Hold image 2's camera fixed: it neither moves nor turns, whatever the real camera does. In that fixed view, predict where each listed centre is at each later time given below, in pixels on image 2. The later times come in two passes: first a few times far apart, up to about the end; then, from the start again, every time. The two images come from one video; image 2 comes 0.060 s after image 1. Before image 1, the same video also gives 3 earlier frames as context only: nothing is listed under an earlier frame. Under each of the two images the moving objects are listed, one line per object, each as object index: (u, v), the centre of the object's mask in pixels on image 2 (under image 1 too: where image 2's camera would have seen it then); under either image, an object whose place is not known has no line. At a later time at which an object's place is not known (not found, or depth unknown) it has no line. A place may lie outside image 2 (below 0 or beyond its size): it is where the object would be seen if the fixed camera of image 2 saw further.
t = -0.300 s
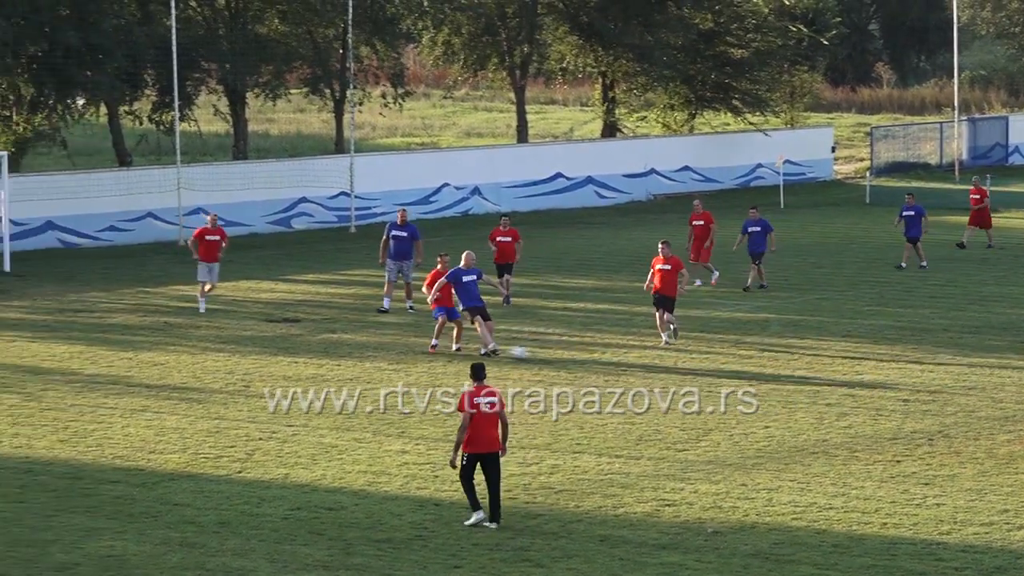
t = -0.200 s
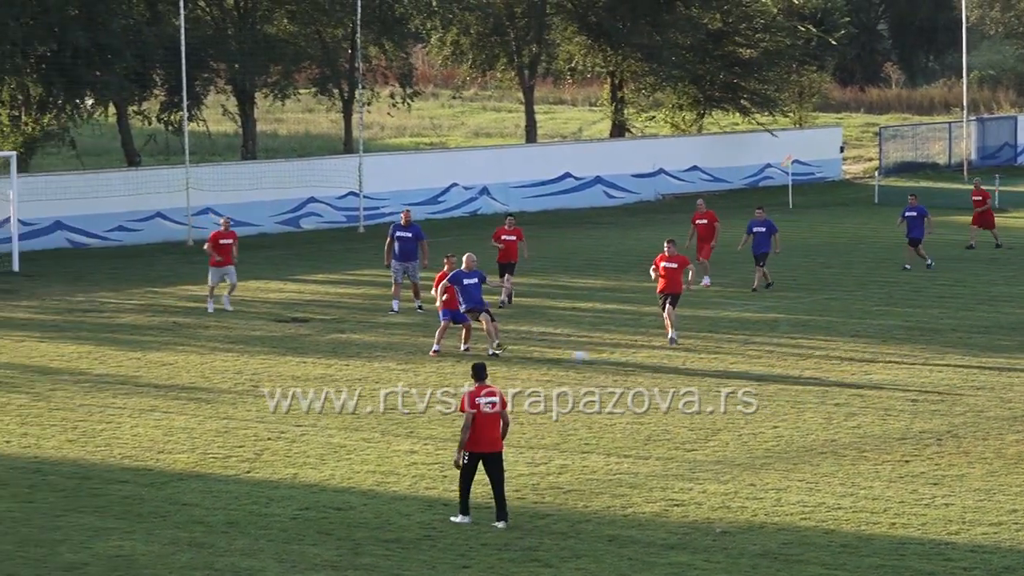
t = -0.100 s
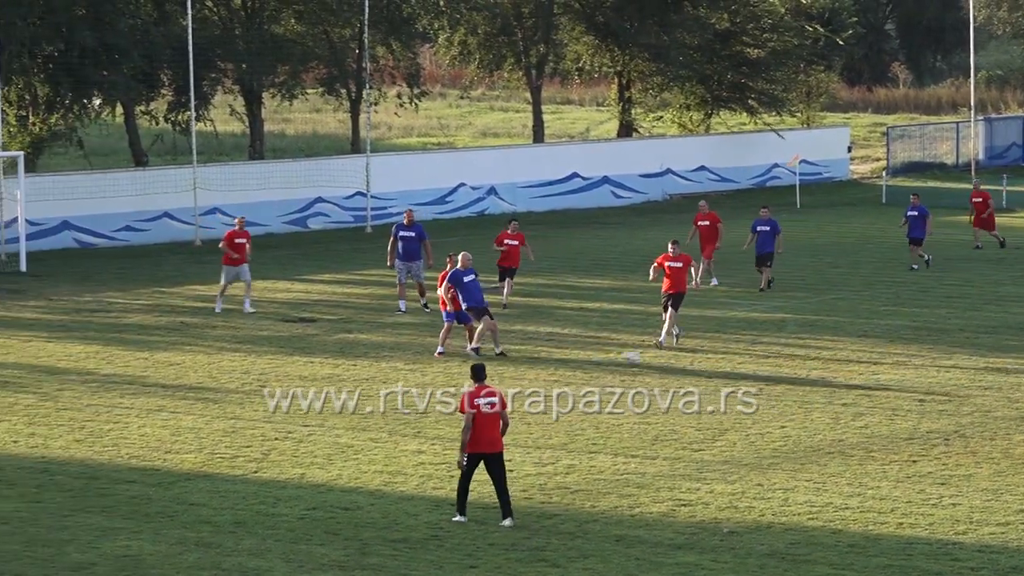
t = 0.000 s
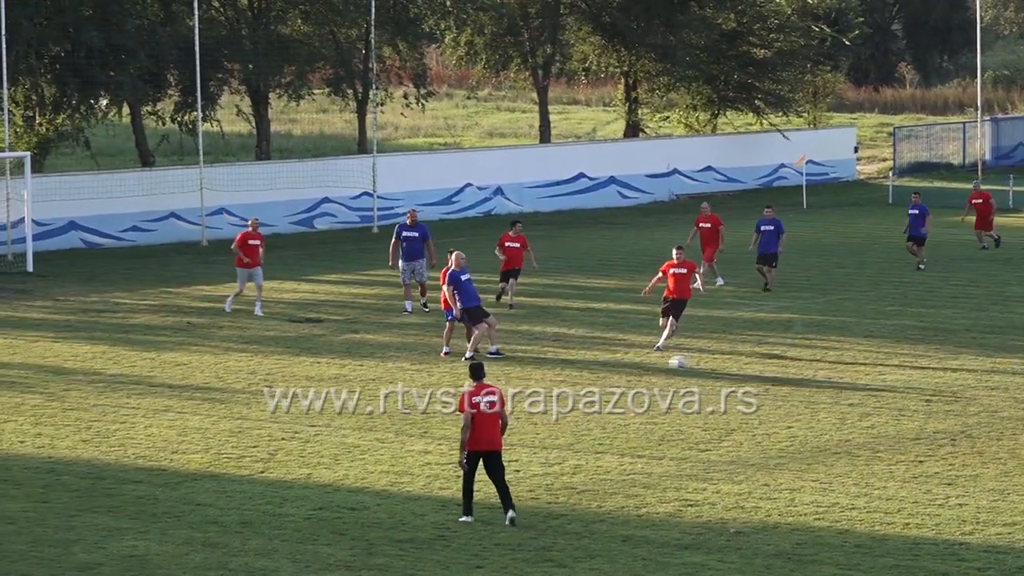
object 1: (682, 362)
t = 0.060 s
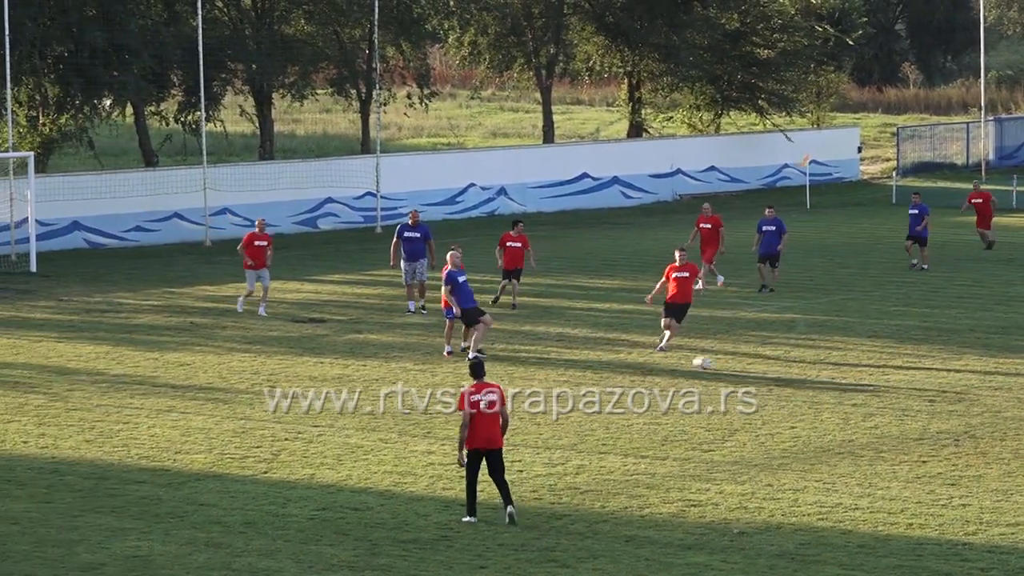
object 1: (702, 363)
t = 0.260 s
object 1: (764, 366)
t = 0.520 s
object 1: (833, 371)
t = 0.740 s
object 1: (884, 372)
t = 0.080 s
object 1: (708, 362)
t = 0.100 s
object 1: (717, 363)
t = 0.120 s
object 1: (722, 364)
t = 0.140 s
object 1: (729, 364)
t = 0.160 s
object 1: (736, 365)
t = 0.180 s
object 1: (742, 365)
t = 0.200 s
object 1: (748, 365)
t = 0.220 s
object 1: (753, 366)
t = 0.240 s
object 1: (759, 366)
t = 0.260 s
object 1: (764, 366)
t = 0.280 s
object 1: (769, 366)
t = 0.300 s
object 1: (776, 366)
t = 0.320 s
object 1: (780, 366)
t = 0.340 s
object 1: (787, 367)
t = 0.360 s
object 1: (791, 368)
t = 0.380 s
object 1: (798, 369)
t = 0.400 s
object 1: (802, 369)
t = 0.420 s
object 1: (807, 370)
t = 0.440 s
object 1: (812, 370)
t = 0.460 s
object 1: (817, 370)
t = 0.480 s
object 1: (822, 370)
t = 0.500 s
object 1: (829, 371)
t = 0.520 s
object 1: (833, 371)
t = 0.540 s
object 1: (837, 371)
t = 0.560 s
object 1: (842, 372)
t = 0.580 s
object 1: (848, 372)
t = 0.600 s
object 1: (851, 372)
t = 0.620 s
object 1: (856, 372)
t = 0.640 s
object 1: (861, 373)
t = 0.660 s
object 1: (867, 372)
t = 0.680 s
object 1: (871, 373)
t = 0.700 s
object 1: (876, 373)
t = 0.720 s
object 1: (880, 372)
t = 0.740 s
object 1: (884, 372)
